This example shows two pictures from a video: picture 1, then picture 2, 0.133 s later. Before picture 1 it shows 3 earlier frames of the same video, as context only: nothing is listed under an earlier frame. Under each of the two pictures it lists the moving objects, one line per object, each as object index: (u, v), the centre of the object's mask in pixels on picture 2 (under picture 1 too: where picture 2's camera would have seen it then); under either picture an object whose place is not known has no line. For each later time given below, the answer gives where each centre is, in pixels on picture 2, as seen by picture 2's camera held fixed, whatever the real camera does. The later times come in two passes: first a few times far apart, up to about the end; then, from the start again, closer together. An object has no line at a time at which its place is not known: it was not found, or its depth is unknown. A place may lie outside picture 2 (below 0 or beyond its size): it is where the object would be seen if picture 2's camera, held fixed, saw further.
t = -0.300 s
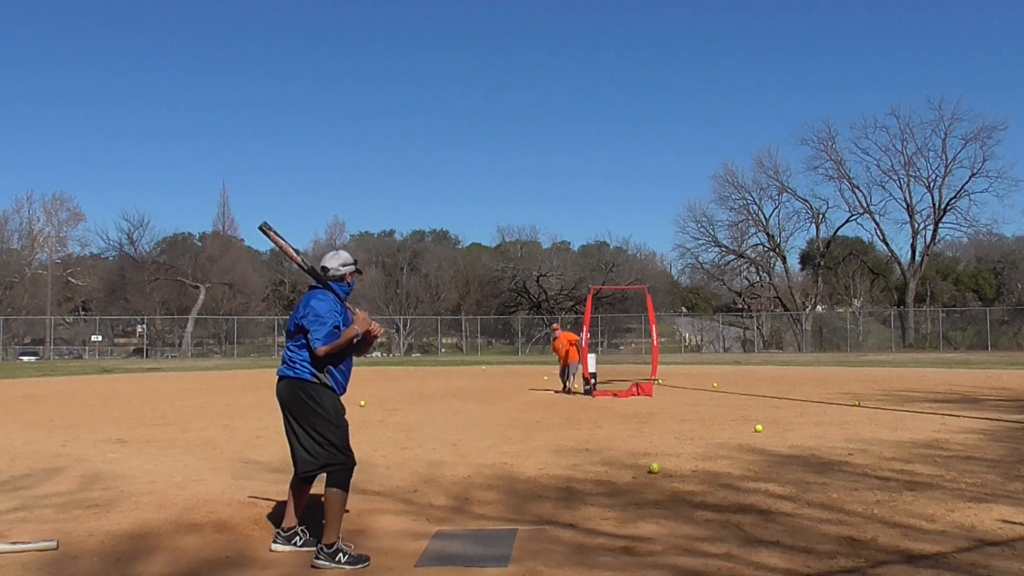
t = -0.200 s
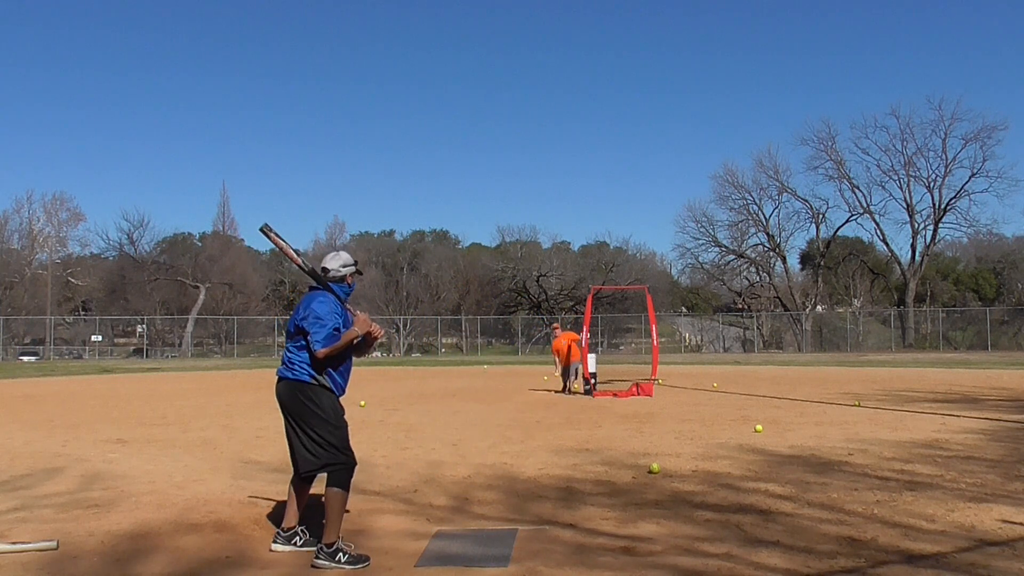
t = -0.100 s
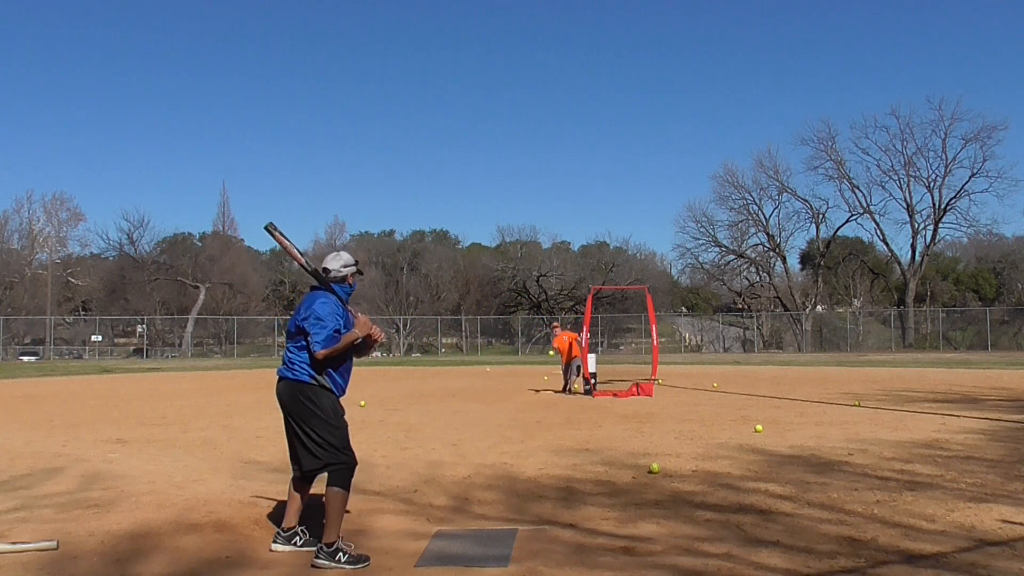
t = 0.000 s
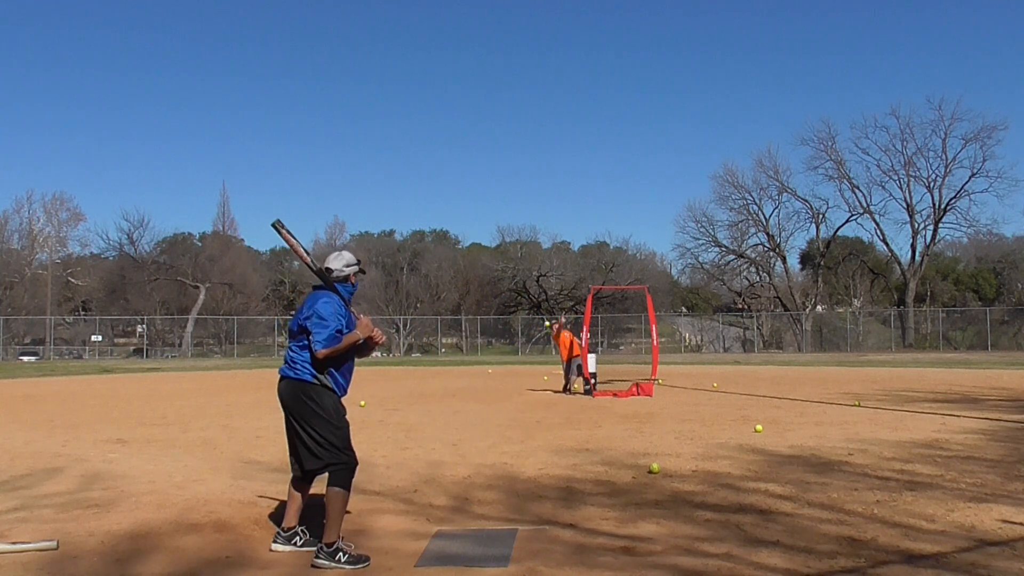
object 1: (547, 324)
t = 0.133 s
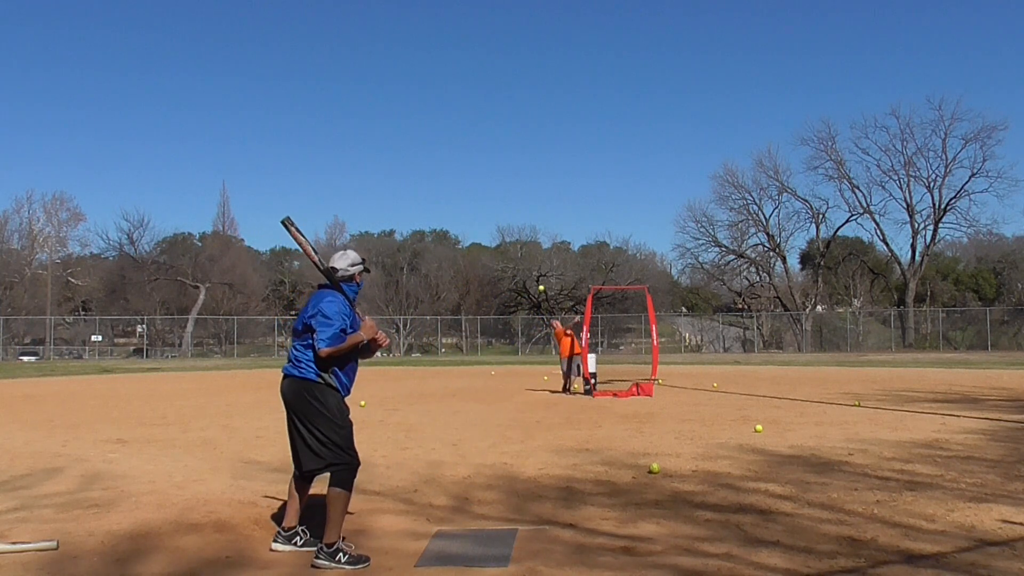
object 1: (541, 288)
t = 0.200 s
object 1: (538, 272)
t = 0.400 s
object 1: (528, 233)
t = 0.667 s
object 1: (511, 211)
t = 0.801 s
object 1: (500, 223)
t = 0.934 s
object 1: (484, 258)
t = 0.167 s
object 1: (540, 280)
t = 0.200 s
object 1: (538, 272)
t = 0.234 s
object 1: (537, 264)
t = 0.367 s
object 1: (530, 238)
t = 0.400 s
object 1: (528, 233)
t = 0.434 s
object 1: (526, 227)
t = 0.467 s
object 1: (524, 224)
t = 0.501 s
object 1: (523, 219)
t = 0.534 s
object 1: (520, 216)
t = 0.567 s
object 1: (518, 214)
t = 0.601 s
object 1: (516, 212)
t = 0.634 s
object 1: (513, 211)
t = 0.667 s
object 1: (511, 211)
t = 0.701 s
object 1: (509, 212)
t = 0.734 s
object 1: (506, 214)
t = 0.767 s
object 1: (502, 218)
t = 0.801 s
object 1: (500, 223)
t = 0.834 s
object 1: (496, 230)
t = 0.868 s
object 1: (493, 237)
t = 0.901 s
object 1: (489, 246)
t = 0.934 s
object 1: (484, 258)
